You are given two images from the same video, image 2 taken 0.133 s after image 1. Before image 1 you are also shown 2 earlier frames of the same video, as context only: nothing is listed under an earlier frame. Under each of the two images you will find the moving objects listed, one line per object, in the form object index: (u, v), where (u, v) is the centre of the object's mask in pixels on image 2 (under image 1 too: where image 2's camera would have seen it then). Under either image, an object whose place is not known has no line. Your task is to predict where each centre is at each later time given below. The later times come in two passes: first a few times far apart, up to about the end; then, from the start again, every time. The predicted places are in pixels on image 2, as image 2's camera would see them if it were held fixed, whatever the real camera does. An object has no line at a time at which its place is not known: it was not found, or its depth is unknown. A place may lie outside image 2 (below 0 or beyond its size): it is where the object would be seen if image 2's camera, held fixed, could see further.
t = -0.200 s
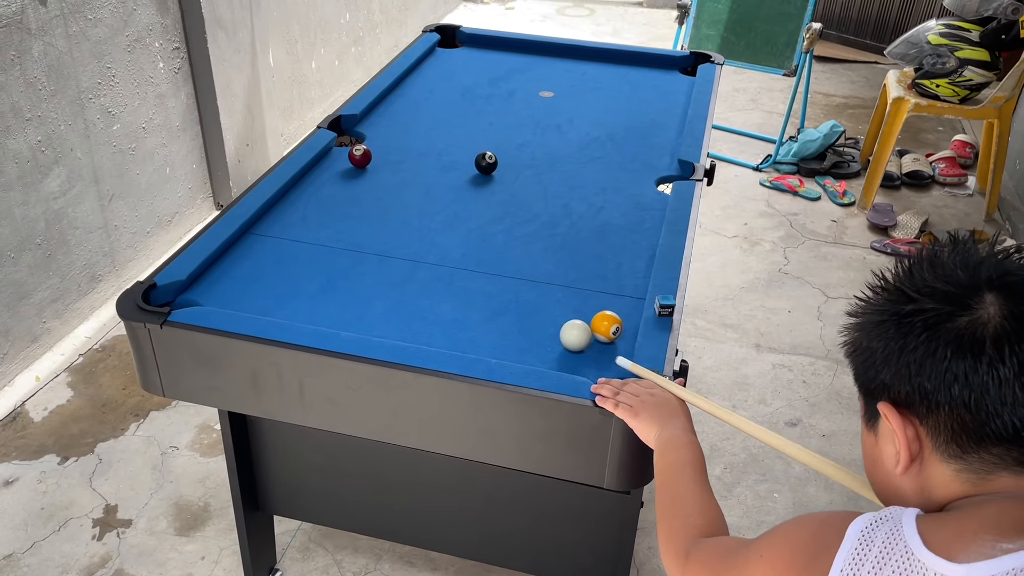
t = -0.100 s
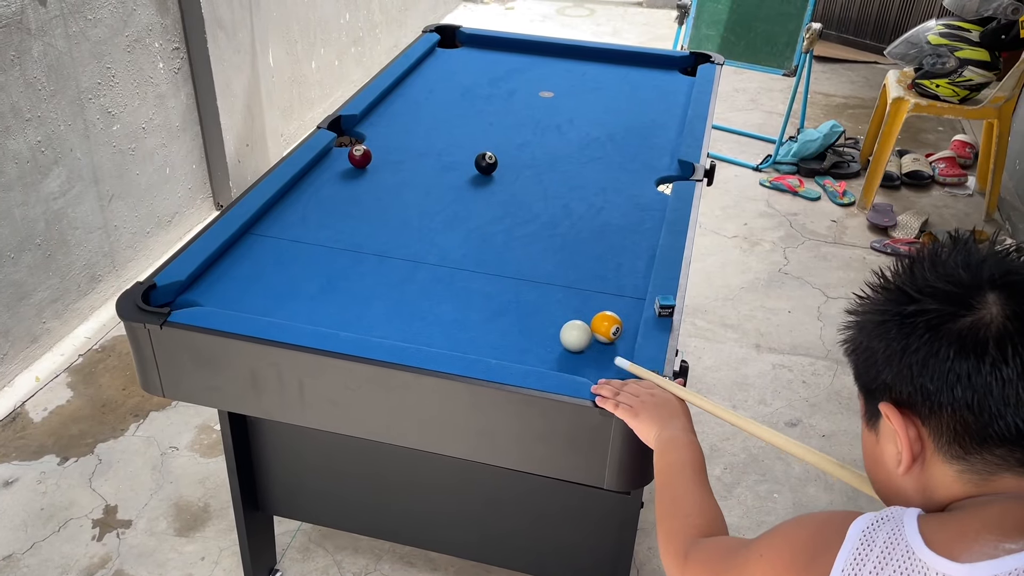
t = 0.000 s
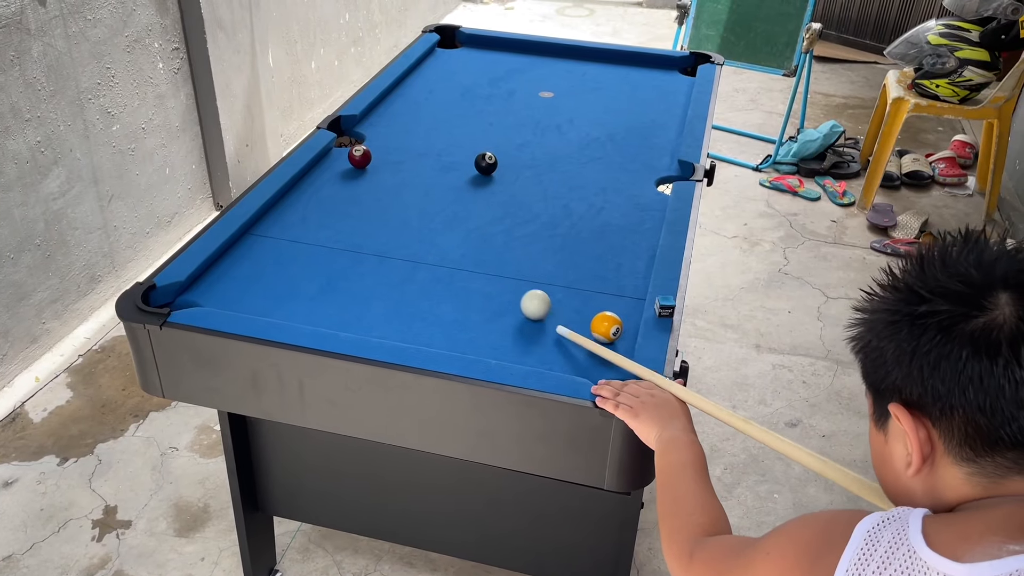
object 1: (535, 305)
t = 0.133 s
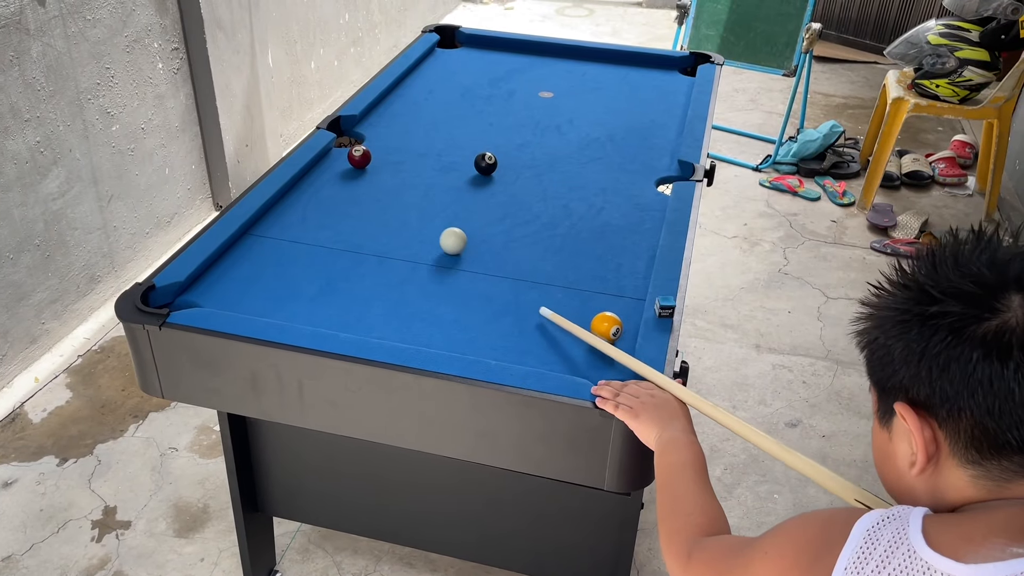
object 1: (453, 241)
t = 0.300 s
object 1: (389, 191)
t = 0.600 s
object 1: (335, 163)
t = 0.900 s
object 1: (380, 167)
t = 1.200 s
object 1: (421, 171)
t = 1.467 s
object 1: (452, 175)
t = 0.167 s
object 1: (437, 229)
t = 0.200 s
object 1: (423, 218)
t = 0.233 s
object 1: (411, 208)
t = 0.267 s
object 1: (400, 199)
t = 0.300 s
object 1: (389, 191)
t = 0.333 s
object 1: (379, 183)
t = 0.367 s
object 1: (369, 175)
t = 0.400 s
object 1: (359, 167)
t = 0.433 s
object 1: (351, 167)
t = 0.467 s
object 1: (342, 166)
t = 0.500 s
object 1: (334, 164)
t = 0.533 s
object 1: (326, 162)
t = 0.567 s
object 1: (329, 163)
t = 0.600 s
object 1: (335, 163)
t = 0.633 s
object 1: (340, 163)
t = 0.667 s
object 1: (346, 164)
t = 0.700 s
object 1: (351, 165)
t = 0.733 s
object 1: (356, 165)
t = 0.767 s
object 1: (361, 166)
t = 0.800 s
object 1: (366, 166)
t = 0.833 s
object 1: (371, 166)
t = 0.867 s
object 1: (376, 167)
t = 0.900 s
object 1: (380, 167)
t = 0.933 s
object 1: (385, 168)
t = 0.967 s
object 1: (390, 168)
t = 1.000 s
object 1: (395, 169)
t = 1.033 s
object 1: (399, 169)
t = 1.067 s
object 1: (404, 169)
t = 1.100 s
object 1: (408, 170)
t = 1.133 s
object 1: (412, 170)
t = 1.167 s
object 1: (417, 171)
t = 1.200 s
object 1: (421, 171)
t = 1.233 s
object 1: (425, 172)
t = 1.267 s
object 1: (429, 172)
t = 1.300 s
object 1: (433, 172)
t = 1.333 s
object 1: (437, 173)
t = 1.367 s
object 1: (441, 174)
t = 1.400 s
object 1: (445, 174)
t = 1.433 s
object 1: (449, 174)
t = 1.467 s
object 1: (452, 175)
